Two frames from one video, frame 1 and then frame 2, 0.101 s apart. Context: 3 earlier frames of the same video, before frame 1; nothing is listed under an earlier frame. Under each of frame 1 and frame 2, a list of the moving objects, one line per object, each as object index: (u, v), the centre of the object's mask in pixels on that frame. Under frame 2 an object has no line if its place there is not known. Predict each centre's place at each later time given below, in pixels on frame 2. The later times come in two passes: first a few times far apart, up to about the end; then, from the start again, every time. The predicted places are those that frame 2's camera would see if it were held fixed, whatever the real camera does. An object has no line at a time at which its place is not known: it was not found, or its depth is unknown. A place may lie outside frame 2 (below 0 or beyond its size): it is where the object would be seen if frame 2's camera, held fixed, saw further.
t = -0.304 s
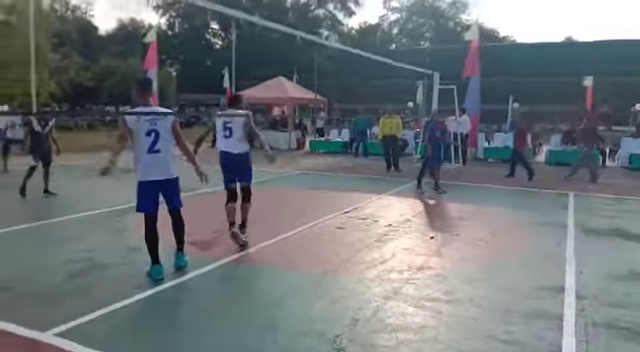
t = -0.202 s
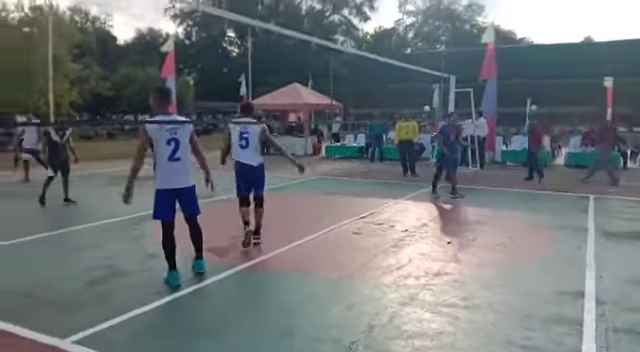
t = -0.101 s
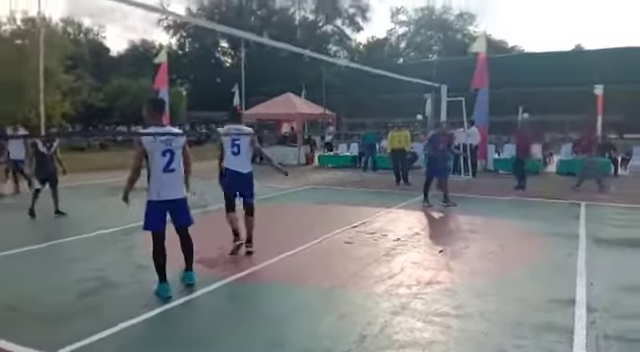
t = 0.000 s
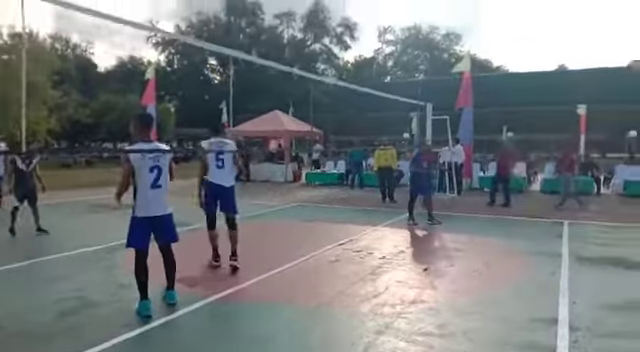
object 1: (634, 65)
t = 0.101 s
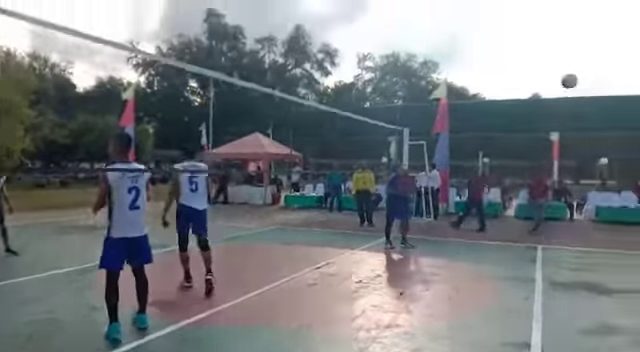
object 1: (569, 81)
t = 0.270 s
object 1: (515, 75)
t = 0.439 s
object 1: (472, 85)
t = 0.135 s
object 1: (557, 78)
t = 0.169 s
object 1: (546, 76)
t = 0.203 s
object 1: (535, 75)
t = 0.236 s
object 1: (524, 75)
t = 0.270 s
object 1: (515, 75)
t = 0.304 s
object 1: (506, 75)
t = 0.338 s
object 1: (497, 77)
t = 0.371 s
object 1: (488, 79)
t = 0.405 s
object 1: (479, 82)
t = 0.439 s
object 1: (472, 85)
